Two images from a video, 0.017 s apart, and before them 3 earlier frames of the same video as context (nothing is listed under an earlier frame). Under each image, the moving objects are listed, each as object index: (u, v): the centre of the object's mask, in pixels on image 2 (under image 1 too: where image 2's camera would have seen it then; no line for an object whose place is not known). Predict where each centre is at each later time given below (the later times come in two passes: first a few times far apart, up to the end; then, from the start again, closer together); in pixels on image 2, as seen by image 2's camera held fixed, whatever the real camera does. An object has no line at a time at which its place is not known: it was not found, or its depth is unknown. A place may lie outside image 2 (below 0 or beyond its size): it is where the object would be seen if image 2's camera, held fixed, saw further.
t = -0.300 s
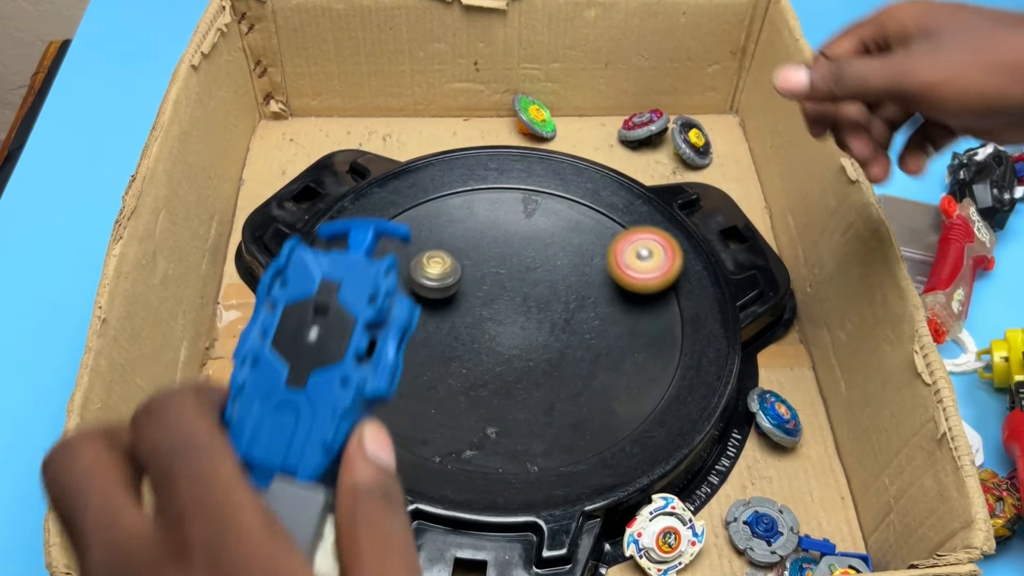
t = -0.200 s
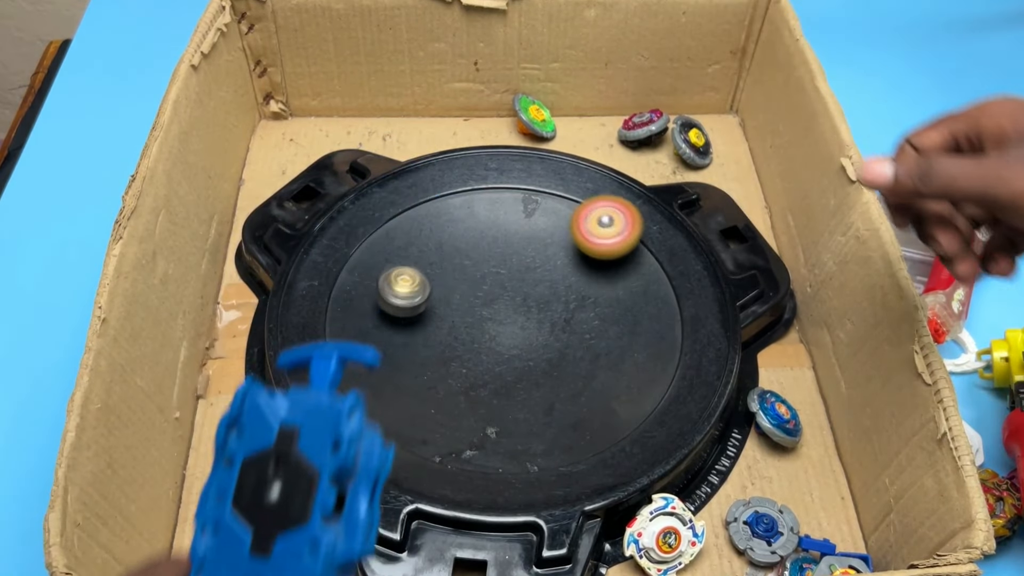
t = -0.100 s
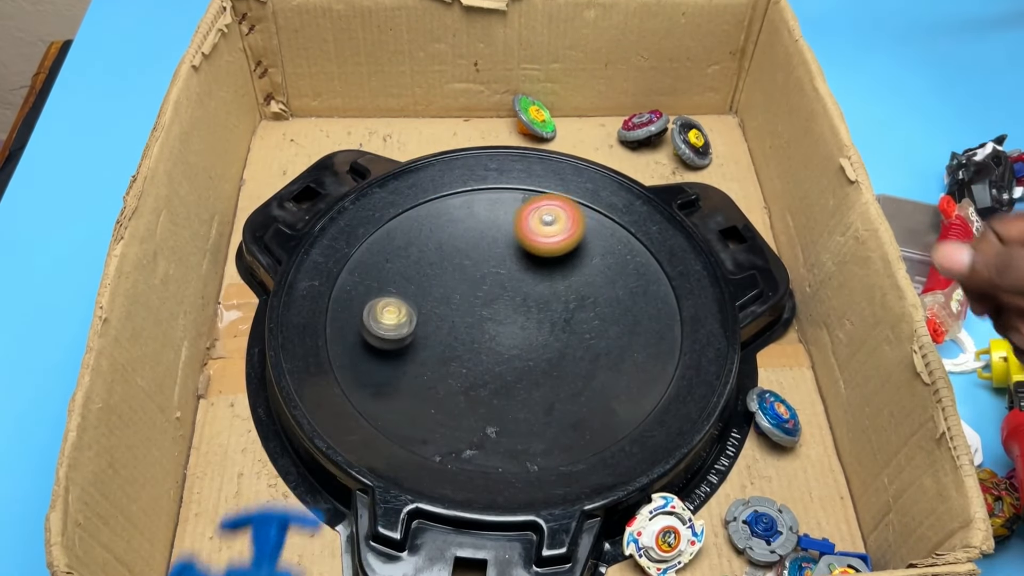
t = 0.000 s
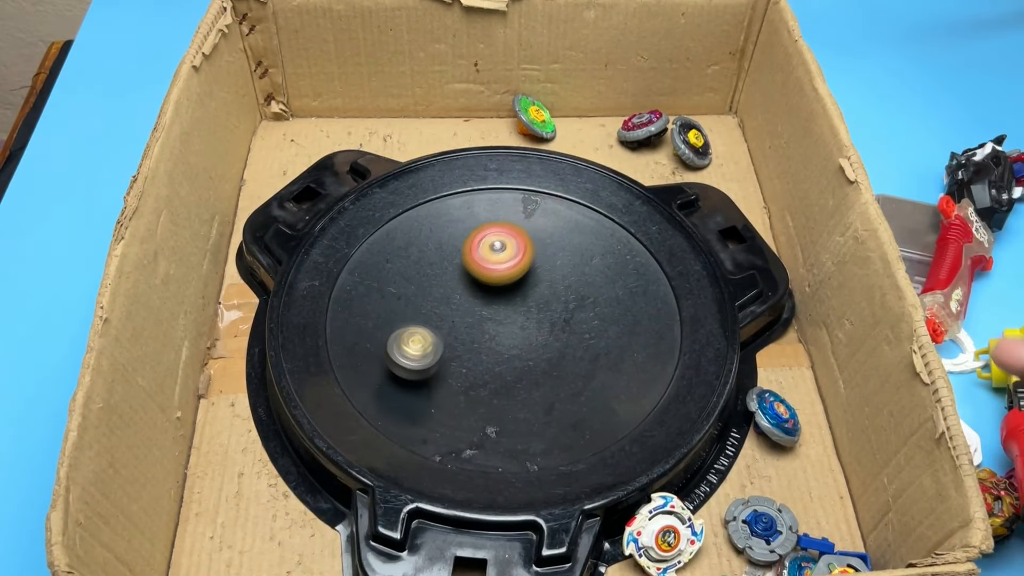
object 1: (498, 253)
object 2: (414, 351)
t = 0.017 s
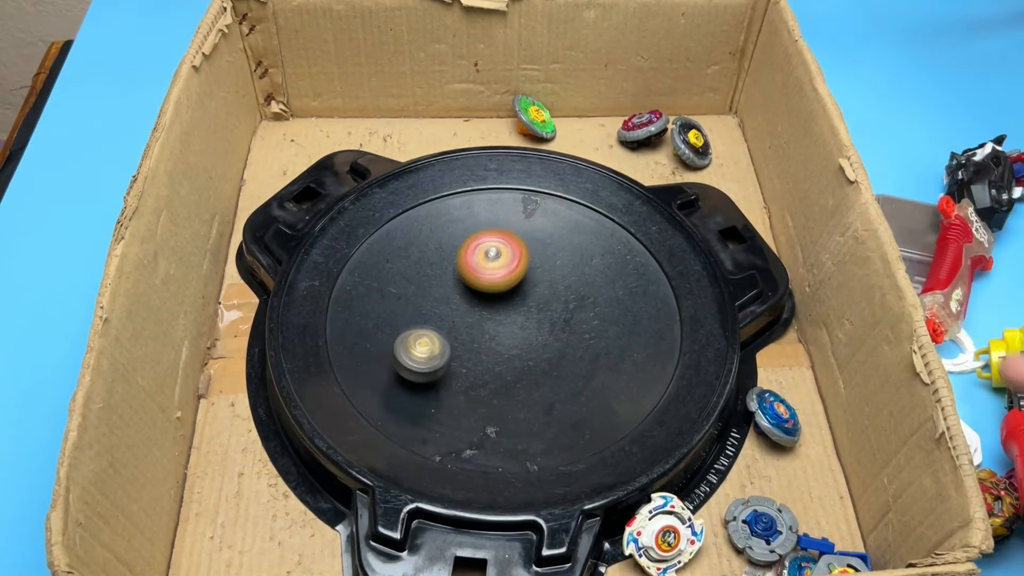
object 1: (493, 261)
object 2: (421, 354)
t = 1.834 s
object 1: (487, 360)
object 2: (508, 287)
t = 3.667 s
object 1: (495, 283)
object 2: (536, 344)
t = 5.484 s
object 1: (519, 352)
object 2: (501, 281)
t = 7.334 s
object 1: (529, 300)
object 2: (473, 333)
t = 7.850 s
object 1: (569, 363)
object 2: (486, 287)
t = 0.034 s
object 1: (488, 268)
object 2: (429, 356)
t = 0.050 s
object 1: (485, 276)
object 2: (436, 357)
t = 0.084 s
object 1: (481, 293)
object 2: (455, 356)
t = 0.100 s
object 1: (481, 300)
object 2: (465, 356)
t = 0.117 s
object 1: (487, 298)
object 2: (470, 360)
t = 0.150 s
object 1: (507, 275)
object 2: (475, 378)
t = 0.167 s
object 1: (516, 265)
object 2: (479, 385)
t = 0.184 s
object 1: (523, 257)
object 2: (483, 390)
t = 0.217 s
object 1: (533, 243)
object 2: (493, 398)
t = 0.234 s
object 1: (536, 237)
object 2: (499, 400)
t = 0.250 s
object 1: (537, 232)
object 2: (507, 399)
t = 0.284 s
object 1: (537, 224)
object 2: (525, 397)
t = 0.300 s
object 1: (534, 221)
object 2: (535, 393)
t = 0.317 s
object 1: (529, 218)
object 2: (545, 390)
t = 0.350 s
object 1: (518, 213)
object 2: (562, 380)
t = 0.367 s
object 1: (511, 211)
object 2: (568, 374)
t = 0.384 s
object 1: (503, 211)
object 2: (573, 367)
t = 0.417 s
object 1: (488, 213)
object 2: (579, 351)
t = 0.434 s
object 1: (482, 216)
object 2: (580, 343)
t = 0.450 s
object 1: (477, 220)
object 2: (579, 335)
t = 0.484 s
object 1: (470, 229)
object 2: (573, 320)
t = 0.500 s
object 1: (468, 235)
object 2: (568, 313)
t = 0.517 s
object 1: (467, 242)
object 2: (563, 307)
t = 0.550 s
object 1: (468, 256)
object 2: (549, 296)
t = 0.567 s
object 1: (469, 263)
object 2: (541, 291)
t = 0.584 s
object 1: (469, 269)
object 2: (534, 288)
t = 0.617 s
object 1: (458, 275)
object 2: (528, 285)
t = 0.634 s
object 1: (454, 280)
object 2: (525, 283)
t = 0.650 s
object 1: (453, 285)
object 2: (520, 283)
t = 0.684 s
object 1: (448, 295)
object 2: (515, 284)
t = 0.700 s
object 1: (447, 301)
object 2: (513, 285)
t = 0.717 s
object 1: (448, 306)
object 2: (511, 287)
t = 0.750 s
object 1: (443, 317)
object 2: (511, 289)
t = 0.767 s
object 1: (433, 324)
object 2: (516, 289)
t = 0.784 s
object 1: (425, 330)
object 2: (520, 290)
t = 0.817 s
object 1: (415, 342)
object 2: (528, 289)
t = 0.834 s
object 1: (414, 348)
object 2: (533, 286)
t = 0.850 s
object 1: (413, 354)
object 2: (537, 284)
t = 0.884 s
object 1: (417, 366)
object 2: (544, 279)
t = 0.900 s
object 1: (420, 373)
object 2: (546, 276)
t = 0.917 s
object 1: (424, 379)
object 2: (547, 274)
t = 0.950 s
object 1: (434, 391)
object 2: (546, 269)
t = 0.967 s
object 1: (441, 397)
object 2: (546, 269)
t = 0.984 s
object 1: (448, 401)
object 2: (545, 269)
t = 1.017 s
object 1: (465, 408)
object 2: (544, 268)
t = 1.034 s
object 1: (474, 411)
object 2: (543, 269)
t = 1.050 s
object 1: (484, 412)
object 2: (542, 269)
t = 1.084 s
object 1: (501, 411)
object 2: (539, 270)
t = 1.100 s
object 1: (509, 410)
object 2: (537, 272)
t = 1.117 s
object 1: (516, 408)
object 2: (536, 273)
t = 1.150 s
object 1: (531, 401)
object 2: (533, 279)
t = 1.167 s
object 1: (537, 397)
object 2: (532, 282)
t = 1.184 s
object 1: (542, 392)
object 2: (533, 285)
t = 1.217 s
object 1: (550, 381)
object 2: (534, 290)
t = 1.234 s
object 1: (553, 374)
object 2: (536, 293)
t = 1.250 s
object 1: (556, 368)
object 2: (537, 296)
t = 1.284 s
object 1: (557, 356)
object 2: (540, 299)
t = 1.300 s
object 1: (556, 353)
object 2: (540, 299)
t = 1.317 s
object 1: (553, 353)
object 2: (542, 297)
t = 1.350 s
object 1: (548, 356)
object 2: (543, 294)
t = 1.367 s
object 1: (547, 355)
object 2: (542, 291)
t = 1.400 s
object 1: (542, 351)
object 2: (539, 287)
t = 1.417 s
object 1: (540, 349)
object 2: (538, 284)
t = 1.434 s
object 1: (538, 347)
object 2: (536, 282)
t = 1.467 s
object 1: (534, 344)
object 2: (531, 279)
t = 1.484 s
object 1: (532, 343)
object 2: (529, 278)
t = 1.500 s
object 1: (531, 341)
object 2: (526, 277)
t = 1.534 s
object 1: (527, 339)
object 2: (521, 279)
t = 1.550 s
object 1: (526, 338)
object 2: (519, 279)
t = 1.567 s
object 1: (524, 337)
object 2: (518, 280)
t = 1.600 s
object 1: (519, 336)
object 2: (515, 282)
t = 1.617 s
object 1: (516, 336)
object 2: (514, 283)
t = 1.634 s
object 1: (513, 336)
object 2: (514, 283)
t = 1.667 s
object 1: (504, 341)
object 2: (512, 282)
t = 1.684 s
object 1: (501, 343)
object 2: (512, 281)
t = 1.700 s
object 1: (498, 344)
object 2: (510, 282)
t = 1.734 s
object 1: (495, 348)
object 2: (510, 282)
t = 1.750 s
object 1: (494, 351)
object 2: (509, 283)
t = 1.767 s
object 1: (492, 354)
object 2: (509, 283)
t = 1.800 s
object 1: (488, 358)
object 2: (509, 285)
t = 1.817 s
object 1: (487, 360)
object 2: (508, 285)
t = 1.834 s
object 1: (487, 360)
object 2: (508, 287)
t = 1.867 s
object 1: (487, 361)
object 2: (507, 290)
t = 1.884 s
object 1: (487, 360)
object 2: (507, 292)
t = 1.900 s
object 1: (487, 360)
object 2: (507, 293)
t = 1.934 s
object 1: (489, 359)
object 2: (507, 297)
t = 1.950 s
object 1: (489, 358)
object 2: (507, 299)
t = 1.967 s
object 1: (490, 358)
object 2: (508, 300)
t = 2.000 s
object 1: (490, 356)
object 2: (510, 301)
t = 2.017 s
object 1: (491, 355)
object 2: (511, 302)
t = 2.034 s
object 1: (490, 355)
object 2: (513, 302)
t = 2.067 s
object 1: (486, 358)
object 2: (520, 303)
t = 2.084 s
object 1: (485, 358)
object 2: (523, 302)
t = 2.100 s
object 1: (485, 358)
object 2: (525, 301)
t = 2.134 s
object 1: (485, 358)
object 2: (528, 298)
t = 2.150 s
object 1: (486, 357)
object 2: (529, 297)
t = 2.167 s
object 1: (486, 357)
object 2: (529, 296)
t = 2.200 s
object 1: (486, 356)
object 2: (531, 293)
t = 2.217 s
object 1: (486, 355)
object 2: (532, 293)
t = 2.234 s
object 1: (486, 354)
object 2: (533, 291)
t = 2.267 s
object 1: (485, 351)
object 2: (534, 289)
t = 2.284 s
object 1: (484, 350)
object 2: (534, 288)
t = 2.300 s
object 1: (484, 349)
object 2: (535, 286)
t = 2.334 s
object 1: (484, 346)
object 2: (535, 285)
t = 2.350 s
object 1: (483, 345)
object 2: (535, 284)
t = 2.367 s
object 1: (483, 343)
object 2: (535, 284)
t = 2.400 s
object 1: (483, 340)
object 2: (534, 284)
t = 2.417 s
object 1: (483, 338)
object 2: (533, 283)
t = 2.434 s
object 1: (483, 336)
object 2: (532, 284)
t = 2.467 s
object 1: (482, 332)
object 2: (530, 285)
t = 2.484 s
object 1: (482, 330)
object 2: (528, 286)
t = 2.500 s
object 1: (482, 328)
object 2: (527, 288)
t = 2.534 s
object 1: (477, 327)
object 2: (529, 290)
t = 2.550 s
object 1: (473, 326)
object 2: (531, 290)
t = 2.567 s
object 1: (470, 326)
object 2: (533, 290)
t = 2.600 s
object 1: (465, 324)
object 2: (536, 290)
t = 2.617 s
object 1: (463, 323)
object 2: (537, 289)
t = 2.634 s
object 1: (462, 322)
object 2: (538, 289)
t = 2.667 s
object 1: (461, 321)
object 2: (540, 290)
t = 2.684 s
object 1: (461, 320)
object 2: (541, 290)
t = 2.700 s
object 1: (460, 320)
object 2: (541, 291)
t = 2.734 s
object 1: (460, 319)
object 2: (541, 291)
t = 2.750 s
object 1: (461, 318)
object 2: (541, 292)
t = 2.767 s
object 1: (461, 318)
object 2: (541, 293)
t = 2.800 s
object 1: (461, 318)
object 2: (541, 295)
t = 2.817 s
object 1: (462, 317)
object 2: (541, 297)
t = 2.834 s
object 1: (462, 317)
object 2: (541, 297)
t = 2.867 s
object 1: (463, 316)
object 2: (542, 301)
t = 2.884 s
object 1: (464, 315)
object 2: (542, 303)
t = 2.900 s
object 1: (464, 315)
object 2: (543, 305)
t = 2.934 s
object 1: (465, 314)
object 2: (545, 308)
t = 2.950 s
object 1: (465, 313)
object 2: (545, 309)
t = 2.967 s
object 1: (466, 312)
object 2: (546, 310)
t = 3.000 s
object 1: (467, 311)
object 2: (548, 313)
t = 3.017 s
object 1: (468, 310)
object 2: (549, 316)
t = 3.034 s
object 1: (469, 309)
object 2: (550, 317)
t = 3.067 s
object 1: (470, 308)
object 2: (552, 317)
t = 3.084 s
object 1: (471, 307)
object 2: (553, 318)
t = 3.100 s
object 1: (472, 306)
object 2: (554, 319)
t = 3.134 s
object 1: (474, 305)
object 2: (556, 322)
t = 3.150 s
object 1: (475, 304)
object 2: (557, 322)
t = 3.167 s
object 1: (476, 303)
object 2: (556, 322)
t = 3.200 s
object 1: (477, 301)
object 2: (556, 322)
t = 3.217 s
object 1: (478, 301)
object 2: (556, 321)
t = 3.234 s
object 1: (479, 300)
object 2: (555, 323)
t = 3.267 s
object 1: (482, 298)
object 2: (553, 323)
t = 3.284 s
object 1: (482, 297)
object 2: (551, 324)
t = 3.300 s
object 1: (483, 296)
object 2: (549, 324)
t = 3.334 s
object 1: (485, 295)
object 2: (546, 324)
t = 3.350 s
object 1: (486, 294)
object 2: (545, 325)
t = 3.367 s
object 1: (485, 292)
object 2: (544, 326)
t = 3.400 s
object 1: (486, 289)
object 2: (542, 329)
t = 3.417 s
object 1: (486, 288)
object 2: (541, 330)
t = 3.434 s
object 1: (486, 287)
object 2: (541, 331)
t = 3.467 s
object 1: (487, 286)
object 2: (539, 334)
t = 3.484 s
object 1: (487, 285)
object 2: (539, 335)
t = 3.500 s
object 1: (488, 285)
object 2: (538, 336)
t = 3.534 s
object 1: (489, 284)
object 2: (538, 339)
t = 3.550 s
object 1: (489, 283)
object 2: (537, 340)
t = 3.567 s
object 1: (490, 283)
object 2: (537, 341)
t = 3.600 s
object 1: (492, 283)
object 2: (536, 343)
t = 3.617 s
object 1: (493, 283)
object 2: (537, 344)
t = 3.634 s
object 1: (494, 283)
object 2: (537, 344)
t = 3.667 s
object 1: (495, 283)
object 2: (536, 344)
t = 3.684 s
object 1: (496, 283)
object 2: (536, 344)
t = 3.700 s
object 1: (498, 284)
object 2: (536, 344)
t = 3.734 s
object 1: (500, 284)
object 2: (534, 341)
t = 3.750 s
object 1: (501, 284)
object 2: (532, 341)
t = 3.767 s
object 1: (502, 285)
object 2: (531, 340)
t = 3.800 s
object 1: (505, 286)
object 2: (528, 340)
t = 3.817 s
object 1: (506, 285)
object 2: (527, 339)
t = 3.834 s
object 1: (508, 283)
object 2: (524, 340)
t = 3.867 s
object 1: (510, 282)
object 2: (521, 341)
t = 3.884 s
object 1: (511, 282)
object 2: (520, 342)
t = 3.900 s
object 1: (512, 282)
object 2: (519, 342)
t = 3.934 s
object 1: (514, 282)
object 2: (515, 342)
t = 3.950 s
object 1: (515, 282)
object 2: (513, 343)
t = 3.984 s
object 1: (516, 282)
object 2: (511, 343)
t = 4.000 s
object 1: (517, 283)
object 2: (509, 343)
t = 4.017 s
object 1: (518, 283)
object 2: (508, 343)
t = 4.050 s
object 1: (520, 284)
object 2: (505, 343)
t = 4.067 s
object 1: (521, 284)
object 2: (503, 343)
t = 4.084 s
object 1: (521, 285)
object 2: (501, 344)
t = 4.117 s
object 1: (524, 286)
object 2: (498, 343)
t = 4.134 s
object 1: (525, 287)
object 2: (497, 343)
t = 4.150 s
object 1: (525, 287)
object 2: (496, 343)
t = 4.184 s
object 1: (526, 289)
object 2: (494, 343)
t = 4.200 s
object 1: (527, 289)
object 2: (493, 343)
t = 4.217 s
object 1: (528, 289)
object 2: (493, 343)
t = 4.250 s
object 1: (529, 291)
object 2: (491, 343)
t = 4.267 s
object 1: (530, 291)
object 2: (491, 342)
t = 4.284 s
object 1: (531, 292)
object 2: (491, 341)
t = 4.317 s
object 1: (533, 293)
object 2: (490, 340)
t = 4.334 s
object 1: (533, 294)
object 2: (490, 339)
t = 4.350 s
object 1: (535, 295)
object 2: (489, 337)
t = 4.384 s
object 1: (540, 296)
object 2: (487, 337)
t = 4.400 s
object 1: (542, 297)
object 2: (485, 337)
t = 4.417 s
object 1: (543, 297)
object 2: (484, 336)
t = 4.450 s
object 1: (547, 299)
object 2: (483, 335)
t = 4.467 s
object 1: (548, 300)
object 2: (481, 336)
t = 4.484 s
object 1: (549, 300)
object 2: (480, 334)
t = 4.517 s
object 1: (551, 302)
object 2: (480, 334)
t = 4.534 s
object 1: (552, 303)
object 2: (479, 333)
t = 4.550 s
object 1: (553, 303)
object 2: (479, 332)
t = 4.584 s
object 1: (554, 304)
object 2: (479, 331)
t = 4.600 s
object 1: (556, 304)
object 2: (480, 329)
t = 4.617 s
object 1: (556, 305)
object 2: (479, 328)
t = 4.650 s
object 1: (557, 306)
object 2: (480, 326)
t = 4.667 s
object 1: (558, 307)
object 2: (480, 325)
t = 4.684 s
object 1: (558, 307)
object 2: (481, 323)
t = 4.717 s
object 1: (558, 309)
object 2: (481, 319)
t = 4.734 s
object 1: (558, 309)
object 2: (483, 318)
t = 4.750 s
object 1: (558, 310)
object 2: (483, 317)
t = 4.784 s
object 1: (558, 311)
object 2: (483, 314)
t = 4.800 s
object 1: (557, 312)
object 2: (484, 312)
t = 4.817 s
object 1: (557, 313)
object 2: (484, 310)
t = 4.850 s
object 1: (557, 315)
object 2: (484, 307)
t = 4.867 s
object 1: (556, 316)
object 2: (484, 306)
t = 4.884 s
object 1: (555, 317)
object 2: (484, 305)
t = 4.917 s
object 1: (554, 319)
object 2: (484, 302)
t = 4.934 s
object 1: (553, 321)
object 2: (484, 300)
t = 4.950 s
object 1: (552, 322)
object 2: (484, 299)
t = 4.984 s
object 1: (551, 323)
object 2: (484, 297)
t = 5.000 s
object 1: (550, 324)
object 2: (484, 295)
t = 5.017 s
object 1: (549, 325)
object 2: (485, 294)
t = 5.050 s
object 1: (548, 326)
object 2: (483, 292)
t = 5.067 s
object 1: (547, 327)
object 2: (484, 291)
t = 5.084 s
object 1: (546, 328)
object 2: (483, 291)
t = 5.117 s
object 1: (544, 330)
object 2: (483, 290)
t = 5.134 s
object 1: (543, 330)
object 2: (483, 291)
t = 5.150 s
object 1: (542, 331)
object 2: (484, 292)
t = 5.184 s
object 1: (540, 333)
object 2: (484, 292)
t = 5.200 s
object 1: (539, 334)
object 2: (486, 294)
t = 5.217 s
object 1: (538, 334)
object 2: (487, 294)
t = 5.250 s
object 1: (535, 336)
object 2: (489, 294)
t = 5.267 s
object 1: (534, 338)
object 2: (491, 295)
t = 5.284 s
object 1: (533, 341)
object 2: (493, 294)
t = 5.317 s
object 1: (531, 344)
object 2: (495, 290)
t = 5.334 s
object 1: (530, 346)
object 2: (496, 289)
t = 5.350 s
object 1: (529, 347)
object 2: (496, 288)
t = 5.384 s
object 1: (526, 349)
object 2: (497, 285)
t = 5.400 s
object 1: (525, 350)
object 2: (498, 285)
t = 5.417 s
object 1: (524, 351)
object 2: (499, 284)
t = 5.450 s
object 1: (521, 351)
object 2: (500, 283)
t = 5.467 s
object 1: (520, 352)
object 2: (501, 282)
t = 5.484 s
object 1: (519, 352)
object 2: (501, 281)
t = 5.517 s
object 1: (516, 353)
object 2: (502, 283)
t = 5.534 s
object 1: (514, 353)
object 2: (503, 283)
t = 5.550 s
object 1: (514, 353)
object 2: (503, 283)
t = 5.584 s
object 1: (510, 353)
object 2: (505, 284)
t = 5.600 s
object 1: (509, 353)
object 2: (506, 286)
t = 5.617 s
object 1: (508, 353)
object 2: (507, 286)
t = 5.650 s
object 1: (504, 352)
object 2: (509, 289)
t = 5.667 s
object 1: (504, 352)
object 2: (510, 289)
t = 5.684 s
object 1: (502, 351)
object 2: (512, 290)
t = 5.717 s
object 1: (499, 350)
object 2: (517, 292)
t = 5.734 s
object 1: (498, 350)
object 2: (518, 293)
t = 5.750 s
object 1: (496, 349)
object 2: (521, 294)
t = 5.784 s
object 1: (494, 348)
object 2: (525, 296)
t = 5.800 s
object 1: (492, 347)
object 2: (528, 298)
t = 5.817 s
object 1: (490, 346)
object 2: (530, 299)
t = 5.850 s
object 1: (488, 345)
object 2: (534, 300)
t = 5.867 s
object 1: (486, 344)
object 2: (536, 301)
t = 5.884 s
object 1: (485, 343)
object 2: (537, 301)
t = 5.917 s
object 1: (483, 341)
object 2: (543, 304)
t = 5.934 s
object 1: (481, 340)
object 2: (545, 304)
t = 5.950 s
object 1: (480, 339)
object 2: (546, 304)
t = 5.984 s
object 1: (478, 337)
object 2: (550, 305)
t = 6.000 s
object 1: (477, 335)
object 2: (551, 305)
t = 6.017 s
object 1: (477, 334)
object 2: (552, 305)
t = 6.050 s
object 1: (474, 332)
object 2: (554, 305)
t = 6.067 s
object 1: (474, 331)
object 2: (554, 304)
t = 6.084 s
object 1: (473, 329)
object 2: (556, 304)
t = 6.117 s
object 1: (471, 326)
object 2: (555, 302)
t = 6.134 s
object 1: (472, 325)
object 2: (555, 302)
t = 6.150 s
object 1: (471, 323)
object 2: (554, 302)
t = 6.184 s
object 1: (470, 321)
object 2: (550, 302)
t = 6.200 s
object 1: (469, 319)
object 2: (549, 303)
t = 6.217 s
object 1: (469, 318)
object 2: (546, 305)
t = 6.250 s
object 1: (469, 315)
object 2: (542, 307)
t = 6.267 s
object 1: (468, 313)
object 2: (539, 309)
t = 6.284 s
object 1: (468, 312)
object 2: (537, 309)
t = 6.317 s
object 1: (460, 303)
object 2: (540, 318)
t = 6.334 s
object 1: (453, 296)
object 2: (546, 323)
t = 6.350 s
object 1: (447, 289)
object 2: (553, 327)
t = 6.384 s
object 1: (439, 278)
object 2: (562, 336)
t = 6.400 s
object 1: (437, 275)
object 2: (567, 337)
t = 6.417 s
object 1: (436, 272)
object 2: (570, 340)
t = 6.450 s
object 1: (434, 269)
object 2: (575, 341)
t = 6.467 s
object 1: (433, 267)
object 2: (576, 341)
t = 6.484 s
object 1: (432, 266)
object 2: (579, 339)
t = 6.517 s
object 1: (430, 263)
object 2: (581, 339)
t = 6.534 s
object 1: (429, 262)
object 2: (582, 338)
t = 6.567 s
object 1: (428, 259)
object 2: (585, 338)
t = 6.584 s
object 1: (427, 258)
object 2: (585, 339)
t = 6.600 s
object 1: (427, 256)
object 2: (584, 339)
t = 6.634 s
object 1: (427, 254)
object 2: (584, 340)
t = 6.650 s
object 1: (428, 253)
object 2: (584, 341)
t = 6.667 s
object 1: (428, 252)
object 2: (582, 342)
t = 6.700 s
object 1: (430, 250)
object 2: (580, 342)
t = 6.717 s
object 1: (431, 249)
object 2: (578, 344)
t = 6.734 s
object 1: (432, 249)
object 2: (576, 344)
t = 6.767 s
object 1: (435, 248)
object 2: (570, 346)
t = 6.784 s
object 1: (437, 248)
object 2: (568, 346)
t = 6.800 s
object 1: (439, 248)
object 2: (565, 347)
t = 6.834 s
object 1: (444, 249)
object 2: (558, 347)
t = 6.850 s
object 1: (446, 249)
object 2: (555, 347)
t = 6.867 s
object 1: (449, 250)
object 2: (553, 347)
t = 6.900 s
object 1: (454, 251)
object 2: (546, 348)
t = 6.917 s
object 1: (457, 252)
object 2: (543, 348)
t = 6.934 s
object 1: (459, 253)
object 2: (539, 348)
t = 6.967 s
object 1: (465, 255)
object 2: (533, 347)
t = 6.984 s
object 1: (468, 257)
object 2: (531, 348)
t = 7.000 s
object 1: (471, 258)
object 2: (528, 347)
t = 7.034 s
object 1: (476, 261)
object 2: (522, 347)
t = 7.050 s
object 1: (479, 263)
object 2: (518, 348)
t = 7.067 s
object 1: (482, 265)
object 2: (516, 346)
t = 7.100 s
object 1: (486, 268)
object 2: (509, 347)
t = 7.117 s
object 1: (489, 270)
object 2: (508, 346)
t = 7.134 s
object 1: (492, 272)
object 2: (504, 345)
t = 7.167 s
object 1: (497, 276)
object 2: (498, 343)
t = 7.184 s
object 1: (499, 278)
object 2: (495, 342)
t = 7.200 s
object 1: (502, 280)
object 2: (494, 342)
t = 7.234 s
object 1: (509, 285)
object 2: (488, 340)
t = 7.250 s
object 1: (512, 287)
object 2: (485, 339)
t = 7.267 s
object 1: (515, 290)
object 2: (482, 337)
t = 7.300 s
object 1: (523, 294)
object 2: (477, 336)
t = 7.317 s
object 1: (526, 297)
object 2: (475, 335)
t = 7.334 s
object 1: (529, 300)
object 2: (473, 333)
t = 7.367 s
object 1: (535, 305)
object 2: (470, 330)
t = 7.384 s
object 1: (538, 308)
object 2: (468, 329)
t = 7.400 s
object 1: (541, 310)
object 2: (467, 327)
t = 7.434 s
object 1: (546, 315)
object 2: (464, 325)
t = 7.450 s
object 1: (548, 317)
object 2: (463, 324)
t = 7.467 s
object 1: (551, 319)
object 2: (462, 321)
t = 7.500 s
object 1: (555, 324)
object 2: (461, 318)
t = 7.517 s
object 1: (557, 326)
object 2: (462, 317)
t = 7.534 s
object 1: (558, 329)
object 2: (461, 316)
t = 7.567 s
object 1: (561, 333)
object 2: (461, 311)
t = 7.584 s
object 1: (563, 335)
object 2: (461, 310)
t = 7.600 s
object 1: (564, 337)
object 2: (462, 309)
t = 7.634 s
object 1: (567, 340)
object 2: (465, 305)
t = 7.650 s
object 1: (568, 342)
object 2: (466, 304)
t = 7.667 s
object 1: (569, 344)
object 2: (467, 302)
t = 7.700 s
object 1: (570, 348)
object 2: (470, 298)
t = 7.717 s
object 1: (570, 349)
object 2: (472, 298)
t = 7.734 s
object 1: (571, 351)
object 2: (473, 295)
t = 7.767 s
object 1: (571, 355)
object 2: (476, 294)
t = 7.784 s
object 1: (571, 356)
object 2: (478, 293)
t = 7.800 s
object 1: (571, 358)
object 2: (480, 292)
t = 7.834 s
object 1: (570, 361)
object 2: (484, 289)
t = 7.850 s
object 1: (569, 363)
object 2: (486, 287)
